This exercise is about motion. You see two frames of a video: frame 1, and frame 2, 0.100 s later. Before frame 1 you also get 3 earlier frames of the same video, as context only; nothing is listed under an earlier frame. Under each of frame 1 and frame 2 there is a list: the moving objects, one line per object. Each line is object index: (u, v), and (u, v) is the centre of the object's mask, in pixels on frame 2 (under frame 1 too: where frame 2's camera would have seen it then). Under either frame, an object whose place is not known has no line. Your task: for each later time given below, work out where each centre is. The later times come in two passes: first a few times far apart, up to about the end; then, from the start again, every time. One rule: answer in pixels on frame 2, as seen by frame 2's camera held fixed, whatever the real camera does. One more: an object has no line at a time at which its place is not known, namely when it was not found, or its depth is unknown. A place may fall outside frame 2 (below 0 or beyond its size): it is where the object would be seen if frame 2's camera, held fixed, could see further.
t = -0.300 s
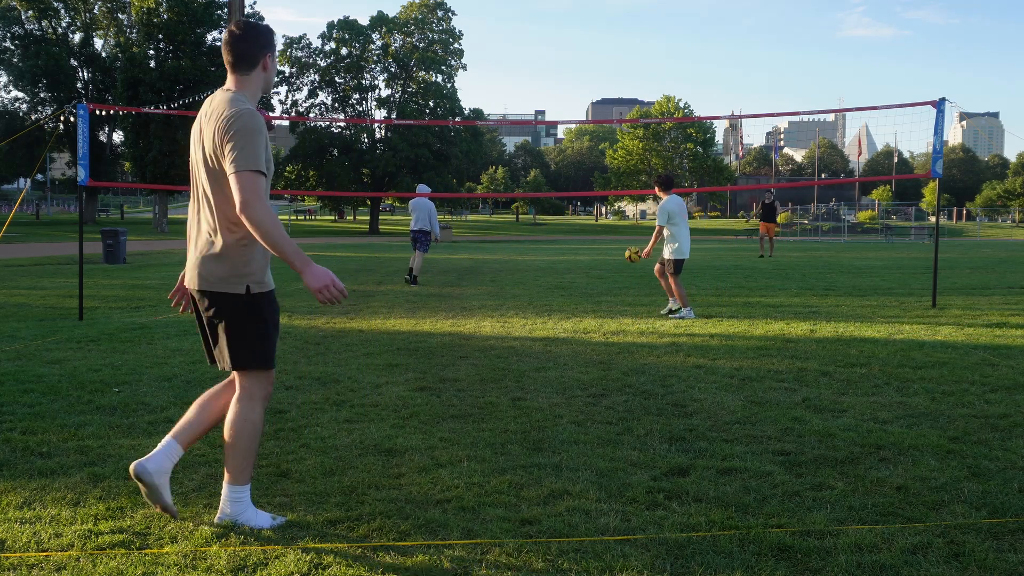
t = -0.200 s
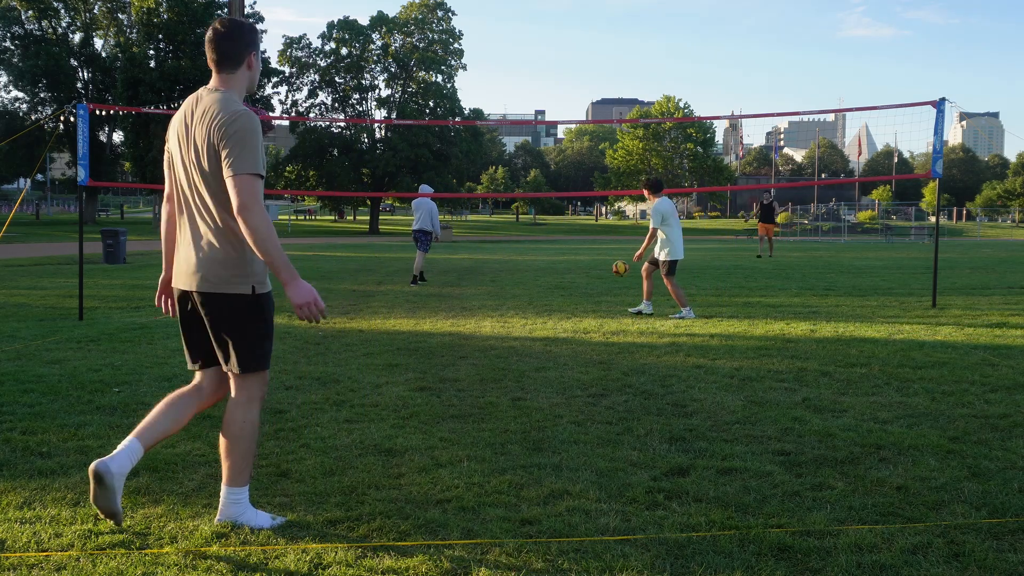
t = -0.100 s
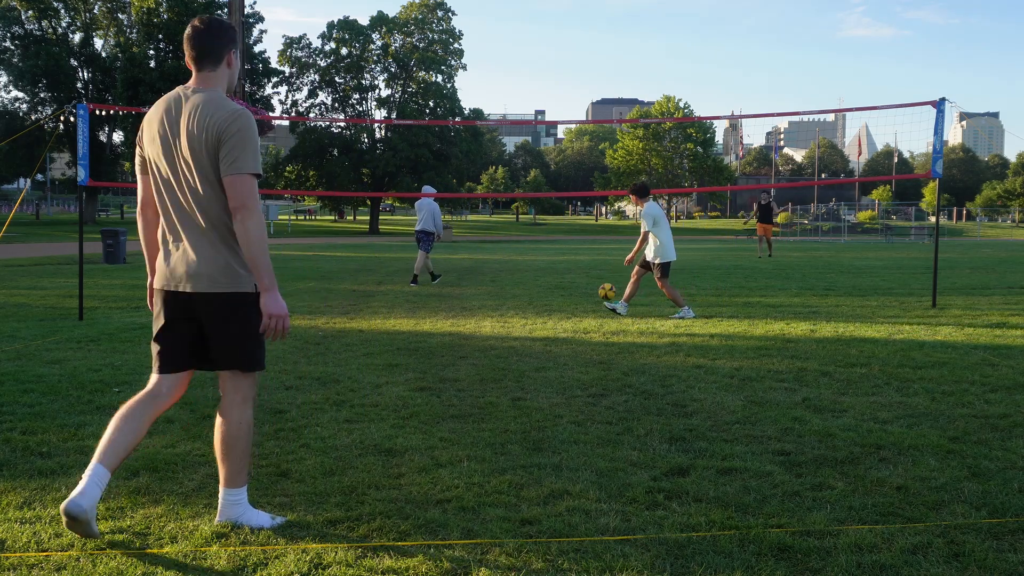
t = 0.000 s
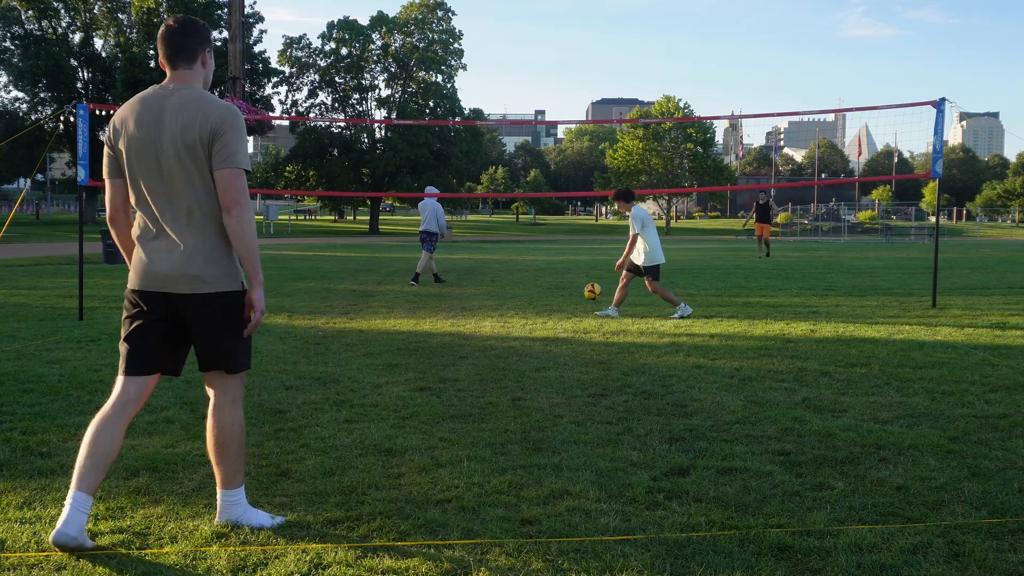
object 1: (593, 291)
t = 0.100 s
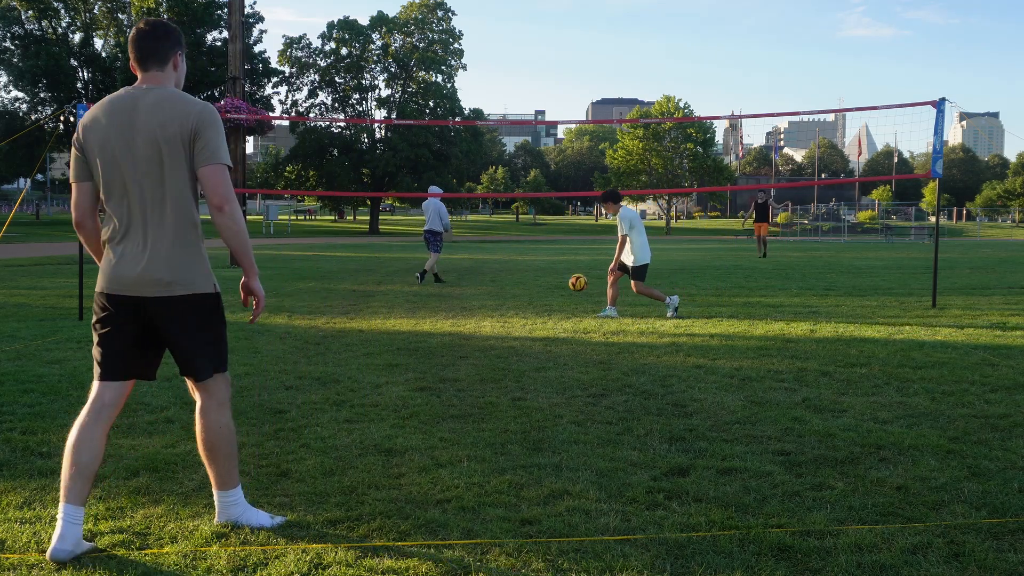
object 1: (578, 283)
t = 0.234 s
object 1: (556, 284)
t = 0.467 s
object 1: (514, 312)
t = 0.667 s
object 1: (472, 312)
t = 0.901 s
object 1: (416, 327)
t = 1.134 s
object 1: (350, 342)
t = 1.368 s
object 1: (274, 357)
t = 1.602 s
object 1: (187, 372)
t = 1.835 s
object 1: (91, 382)
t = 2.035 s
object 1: (10, 395)
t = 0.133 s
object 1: (572, 281)
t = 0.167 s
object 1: (567, 281)
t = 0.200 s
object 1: (562, 282)
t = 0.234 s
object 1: (556, 284)
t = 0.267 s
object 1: (550, 286)
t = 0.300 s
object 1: (545, 291)
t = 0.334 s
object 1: (539, 296)
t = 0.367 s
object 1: (533, 302)
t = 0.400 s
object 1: (527, 310)
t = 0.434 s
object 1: (520, 314)
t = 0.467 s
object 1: (514, 312)
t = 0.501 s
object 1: (507, 309)
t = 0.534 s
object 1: (501, 308)
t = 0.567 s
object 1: (494, 307)
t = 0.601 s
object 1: (486, 307)
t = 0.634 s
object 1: (479, 309)
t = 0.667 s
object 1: (472, 312)
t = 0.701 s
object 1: (465, 316)
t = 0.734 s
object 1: (458, 321)
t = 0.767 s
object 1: (450, 328)
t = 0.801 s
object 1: (442, 328)
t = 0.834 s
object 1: (433, 326)
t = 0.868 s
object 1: (425, 326)
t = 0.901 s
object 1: (416, 327)
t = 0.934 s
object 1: (407, 330)
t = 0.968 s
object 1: (398, 333)
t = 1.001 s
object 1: (389, 338)
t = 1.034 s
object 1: (380, 339)
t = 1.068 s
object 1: (370, 340)
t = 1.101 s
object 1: (360, 341)
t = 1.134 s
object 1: (350, 342)
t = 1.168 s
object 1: (340, 345)
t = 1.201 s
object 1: (329, 348)
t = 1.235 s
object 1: (319, 349)
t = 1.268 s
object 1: (308, 350)
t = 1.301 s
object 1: (297, 353)
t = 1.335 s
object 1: (286, 355)
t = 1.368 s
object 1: (274, 357)
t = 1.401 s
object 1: (262, 357)
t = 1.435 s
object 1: (250, 359)
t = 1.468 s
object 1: (238, 360)
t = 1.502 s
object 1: (225, 364)
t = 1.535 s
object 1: (213, 367)
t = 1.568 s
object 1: (200, 371)
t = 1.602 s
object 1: (187, 372)
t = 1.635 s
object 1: (173, 372)
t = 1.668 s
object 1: (160, 375)
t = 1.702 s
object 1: (147, 378)
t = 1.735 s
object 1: (133, 381)
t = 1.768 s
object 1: (119, 382)
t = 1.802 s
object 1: (105, 382)
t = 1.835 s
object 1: (91, 382)
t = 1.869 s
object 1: (77, 385)
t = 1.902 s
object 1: (62, 388)
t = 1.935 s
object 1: (47, 392)
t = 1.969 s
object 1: (32, 395)
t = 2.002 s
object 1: (19, 395)
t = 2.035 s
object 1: (10, 395)
